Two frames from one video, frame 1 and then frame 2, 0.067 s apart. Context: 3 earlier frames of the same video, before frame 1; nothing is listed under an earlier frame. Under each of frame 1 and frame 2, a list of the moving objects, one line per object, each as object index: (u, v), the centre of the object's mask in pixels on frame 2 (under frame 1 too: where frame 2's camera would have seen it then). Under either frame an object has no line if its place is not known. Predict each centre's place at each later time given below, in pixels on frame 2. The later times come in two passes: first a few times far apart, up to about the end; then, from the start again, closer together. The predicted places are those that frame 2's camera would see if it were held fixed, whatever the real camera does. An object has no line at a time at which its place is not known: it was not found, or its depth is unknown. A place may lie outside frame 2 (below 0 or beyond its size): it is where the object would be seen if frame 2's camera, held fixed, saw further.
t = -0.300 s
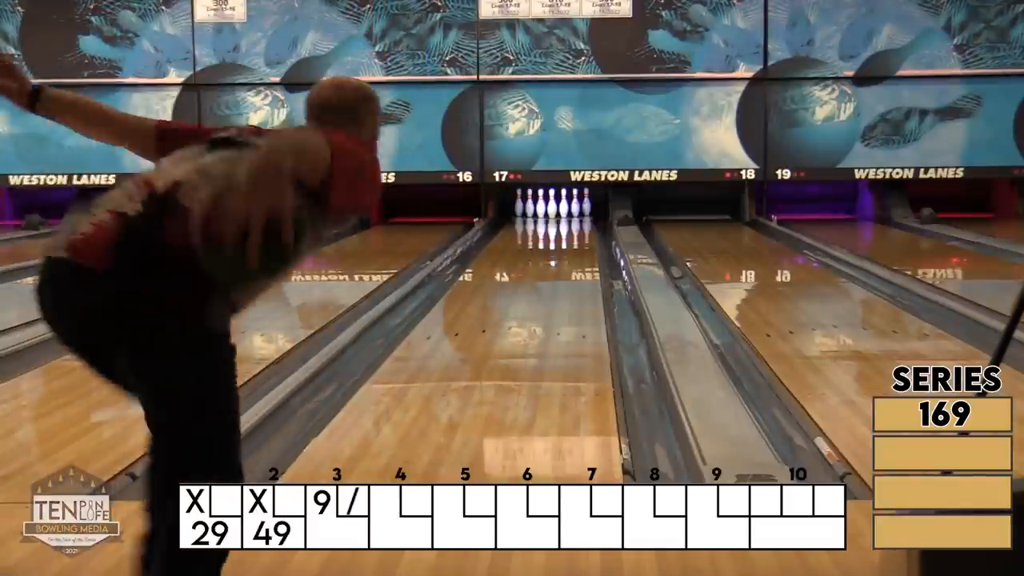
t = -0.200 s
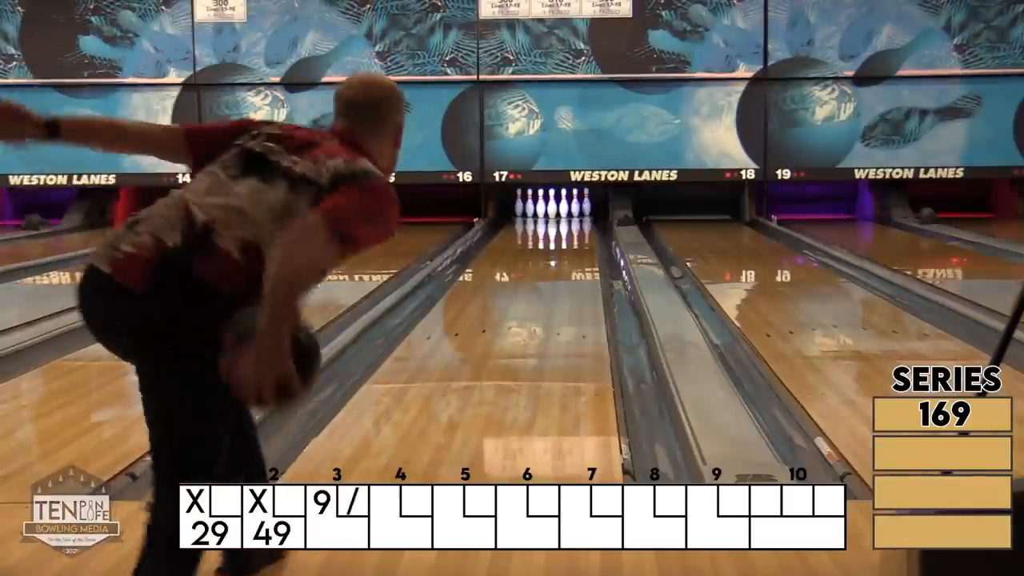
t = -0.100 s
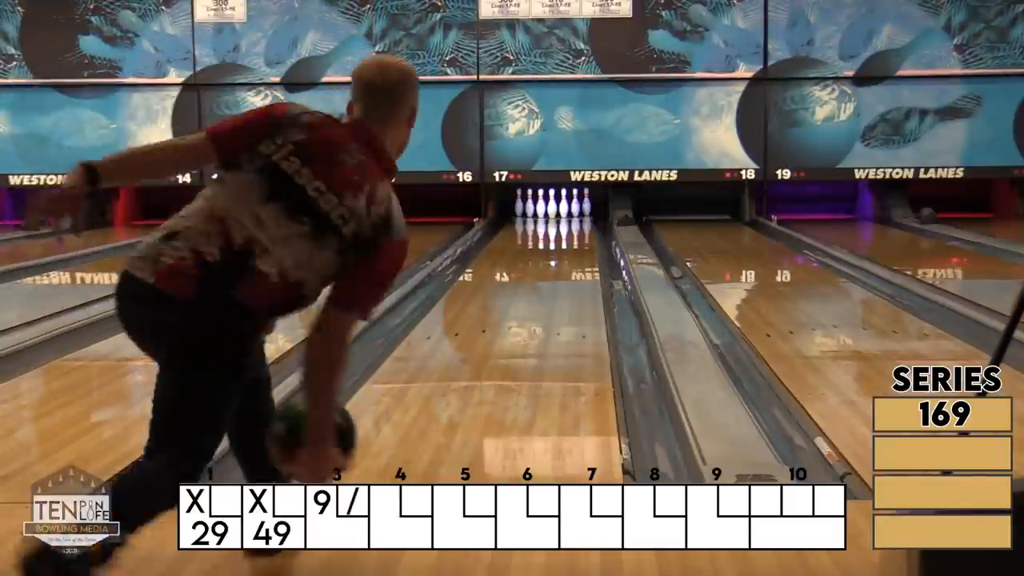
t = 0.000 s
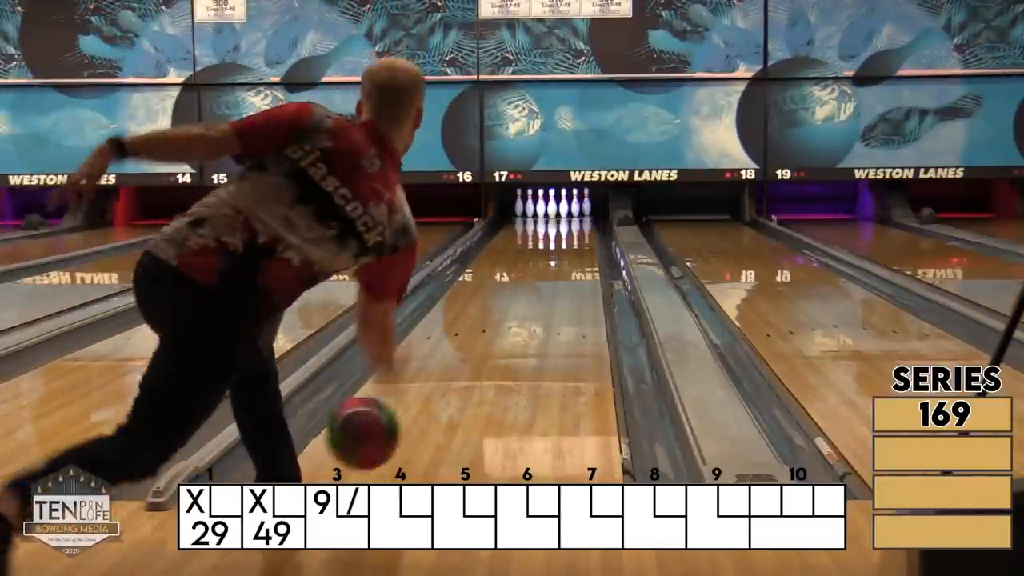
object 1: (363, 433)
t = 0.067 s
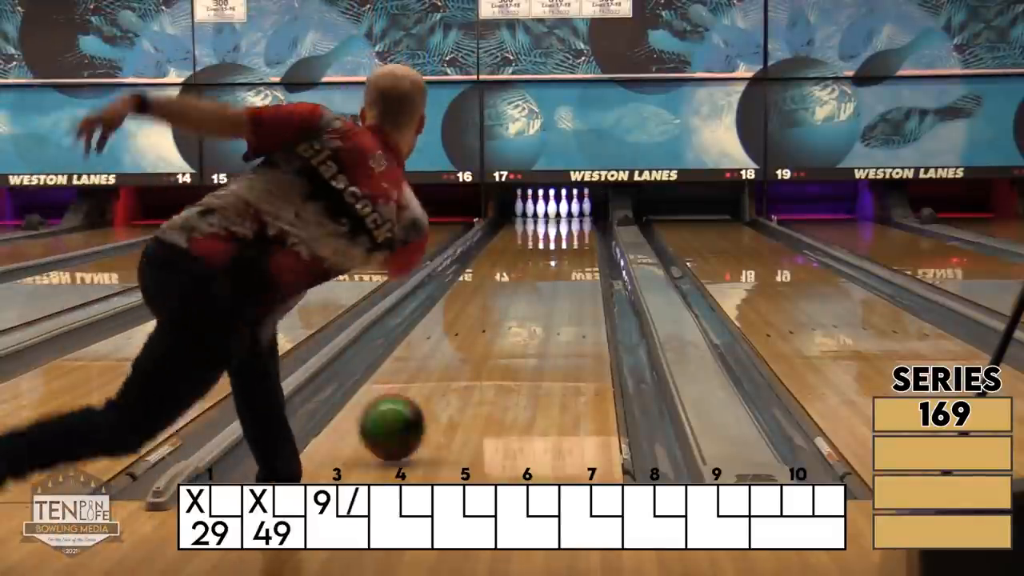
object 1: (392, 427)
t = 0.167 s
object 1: (425, 395)
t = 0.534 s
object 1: (495, 321)
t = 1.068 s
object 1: (545, 263)
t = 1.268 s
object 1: (554, 250)
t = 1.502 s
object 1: (560, 238)
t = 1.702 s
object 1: (565, 230)
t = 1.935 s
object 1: (568, 222)
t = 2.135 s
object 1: (565, 216)
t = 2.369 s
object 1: (558, 210)
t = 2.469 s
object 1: (554, 209)
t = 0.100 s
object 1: (404, 417)
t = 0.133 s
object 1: (415, 404)
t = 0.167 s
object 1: (425, 395)
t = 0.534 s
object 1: (495, 321)
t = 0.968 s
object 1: (538, 270)
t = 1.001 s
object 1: (540, 267)
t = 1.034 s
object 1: (543, 266)
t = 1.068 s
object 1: (545, 263)
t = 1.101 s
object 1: (547, 261)
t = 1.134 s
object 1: (548, 258)
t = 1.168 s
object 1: (549, 255)
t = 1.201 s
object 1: (549, 255)
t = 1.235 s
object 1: (552, 252)
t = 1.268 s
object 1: (554, 250)
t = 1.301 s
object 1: (554, 248)
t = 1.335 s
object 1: (556, 247)
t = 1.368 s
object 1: (557, 244)
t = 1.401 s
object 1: (557, 243)
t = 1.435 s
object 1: (558, 241)
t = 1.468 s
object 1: (560, 239)
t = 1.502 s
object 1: (560, 238)
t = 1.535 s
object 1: (562, 236)
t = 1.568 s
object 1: (562, 235)
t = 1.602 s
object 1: (563, 235)
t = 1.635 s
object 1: (564, 232)
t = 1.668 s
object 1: (565, 231)
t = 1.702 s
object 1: (565, 230)
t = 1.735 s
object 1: (566, 229)
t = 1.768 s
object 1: (566, 228)
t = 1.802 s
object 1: (567, 227)
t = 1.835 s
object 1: (567, 226)
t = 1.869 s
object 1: (567, 225)
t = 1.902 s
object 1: (568, 223)
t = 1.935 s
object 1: (568, 222)
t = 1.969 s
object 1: (568, 221)
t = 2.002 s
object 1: (567, 220)
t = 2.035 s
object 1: (567, 219)
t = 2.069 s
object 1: (567, 218)
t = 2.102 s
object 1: (566, 217)
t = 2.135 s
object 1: (565, 216)
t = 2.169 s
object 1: (565, 216)
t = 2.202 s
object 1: (564, 215)
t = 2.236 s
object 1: (563, 214)
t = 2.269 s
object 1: (562, 214)
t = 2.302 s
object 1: (562, 213)
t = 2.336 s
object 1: (558, 212)
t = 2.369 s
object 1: (558, 210)
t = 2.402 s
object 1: (559, 211)
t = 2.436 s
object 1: (558, 210)
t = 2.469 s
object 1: (554, 209)
